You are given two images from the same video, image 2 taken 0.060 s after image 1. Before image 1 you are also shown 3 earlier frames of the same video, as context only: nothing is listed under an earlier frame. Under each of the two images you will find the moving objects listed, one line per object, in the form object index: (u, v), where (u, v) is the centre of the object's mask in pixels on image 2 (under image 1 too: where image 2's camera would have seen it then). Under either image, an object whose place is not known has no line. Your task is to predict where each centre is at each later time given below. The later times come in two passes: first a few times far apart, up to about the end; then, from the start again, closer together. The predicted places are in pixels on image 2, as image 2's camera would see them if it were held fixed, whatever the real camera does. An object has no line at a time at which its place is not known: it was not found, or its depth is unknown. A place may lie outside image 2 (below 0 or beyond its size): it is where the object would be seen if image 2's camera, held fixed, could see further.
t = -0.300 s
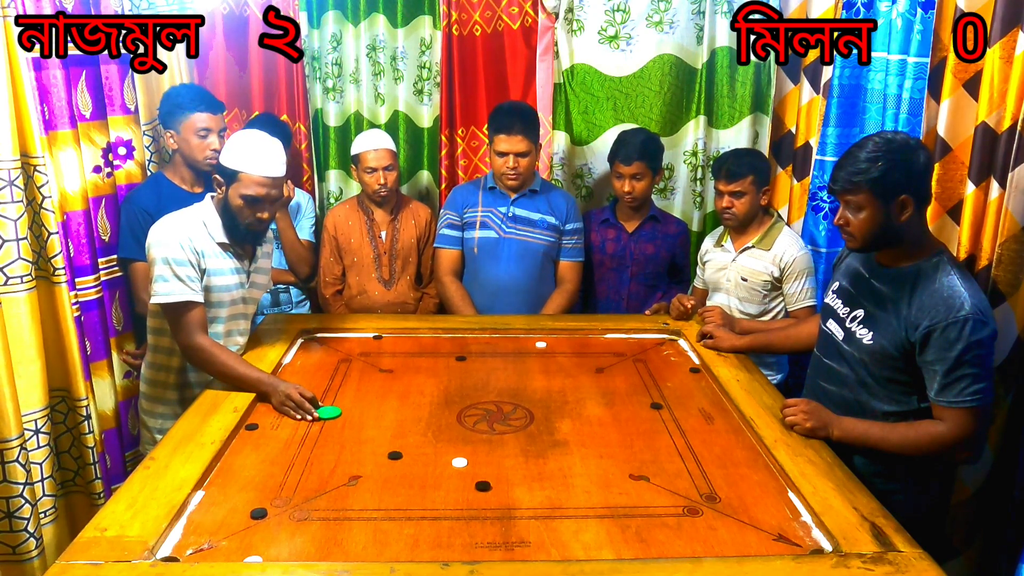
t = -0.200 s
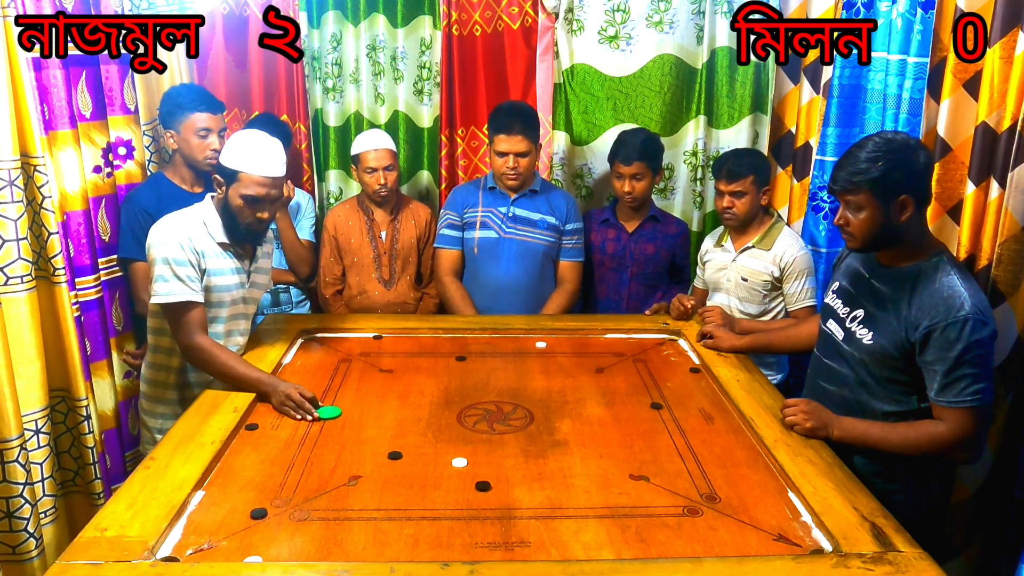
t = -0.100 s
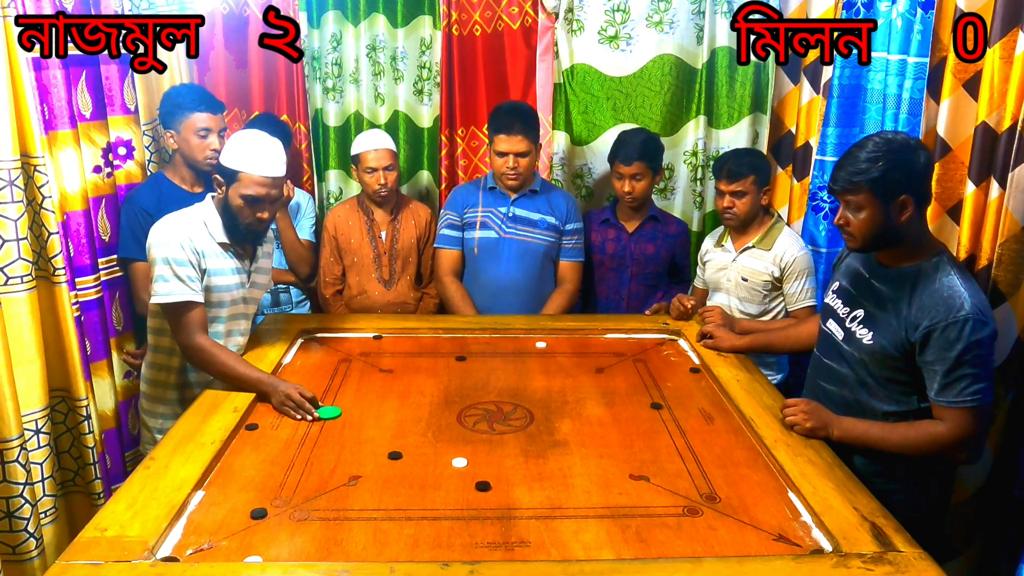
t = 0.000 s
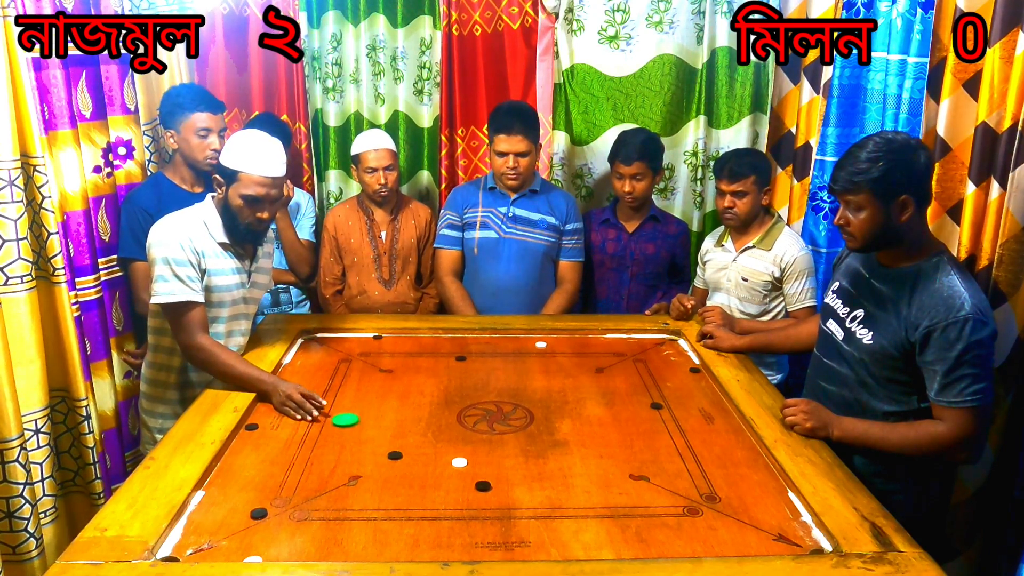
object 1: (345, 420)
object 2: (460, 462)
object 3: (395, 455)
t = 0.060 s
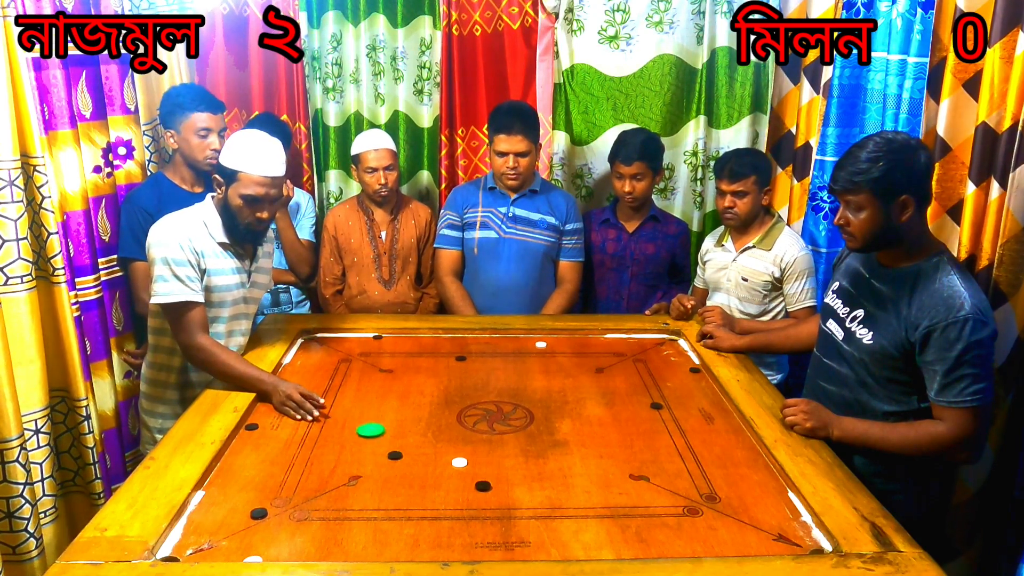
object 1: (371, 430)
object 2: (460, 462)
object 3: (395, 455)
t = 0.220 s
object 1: (441, 458)
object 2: (463, 463)
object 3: (386, 465)
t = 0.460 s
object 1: (502, 483)
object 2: (663, 512)
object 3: (364, 489)
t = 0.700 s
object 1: (535, 496)
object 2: (807, 551)
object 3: (356, 499)
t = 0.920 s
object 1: (541, 499)
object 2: (769, 549)
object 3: (356, 499)
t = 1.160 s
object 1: (541, 499)
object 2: (744, 549)
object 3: (356, 499)
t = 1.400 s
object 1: (541, 499)
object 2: (744, 550)
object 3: (356, 499)
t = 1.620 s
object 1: (541, 499)
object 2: (744, 549)
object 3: (356, 499)
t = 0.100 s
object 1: (388, 438)
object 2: (460, 462)
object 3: (395, 455)
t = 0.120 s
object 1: (397, 441)
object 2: (460, 462)
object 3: (395, 456)
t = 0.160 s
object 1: (414, 448)
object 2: (460, 462)
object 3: (393, 458)
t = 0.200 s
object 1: (433, 455)
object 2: (460, 462)
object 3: (388, 462)
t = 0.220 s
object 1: (441, 458)
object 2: (463, 463)
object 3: (386, 465)
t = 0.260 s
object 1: (453, 463)
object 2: (496, 471)
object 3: (382, 469)
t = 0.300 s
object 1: (465, 469)
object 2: (528, 479)
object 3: (378, 474)
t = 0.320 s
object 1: (470, 471)
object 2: (545, 483)
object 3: (376, 476)
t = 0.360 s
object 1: (481, 476)
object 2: (578, 491)
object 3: (372, 480)
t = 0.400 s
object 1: (490, 479)
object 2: (612, 499)
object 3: (369, 484)
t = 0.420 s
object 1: (494, 480)
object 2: (629, 503)
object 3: (367, 486)
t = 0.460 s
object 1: (502, 483)
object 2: (663, 512)
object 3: (364, 489)
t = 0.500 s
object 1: (510, 486)
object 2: (698, 521)
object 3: (362, 492)
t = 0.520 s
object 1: (513, 487)
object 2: (716, 525)
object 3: (361, 493)
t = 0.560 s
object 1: (519, 489)
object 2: (751, 534)
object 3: (359, 495)
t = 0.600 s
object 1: (525, 492)
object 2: (787, 543)
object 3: (357, 497)
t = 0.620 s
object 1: (528, 492)
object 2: (805, 548)
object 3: (357, 498)
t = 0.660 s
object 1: (532, 494)
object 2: (820, 552)
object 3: (356, 499)
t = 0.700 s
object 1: (535, 496)
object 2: (807, 551)
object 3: (356, 499)
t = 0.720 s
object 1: (537, 497)
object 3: (356, 499)
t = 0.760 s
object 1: (539, 498)
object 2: (796, 550)
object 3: (356, 499)
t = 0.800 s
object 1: (541, 499)
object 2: (790, 551)
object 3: (356, 499)
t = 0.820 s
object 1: (541, 499)
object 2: (786, 550)
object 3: (356, 499)
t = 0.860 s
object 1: (541, 499)
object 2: (778, 550)
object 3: (356, 499)
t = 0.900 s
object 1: (541, 499)
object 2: (772, 549)
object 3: (356, 499)
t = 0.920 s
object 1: (541, 499)
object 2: (769, 549)
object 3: (356, 499)
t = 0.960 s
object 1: (541, 499)
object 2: (762, 550)
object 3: (356, 499)
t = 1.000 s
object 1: (542, 499)
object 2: (757, 550)
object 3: (356, 499)
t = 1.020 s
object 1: (541, 499)
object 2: (755, 549)
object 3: (356, 499)
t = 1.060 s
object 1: (541, 499)
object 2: (750, 550)
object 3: (356, 499)
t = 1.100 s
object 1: (541, 499)
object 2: (747, 550)
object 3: (356, 499)
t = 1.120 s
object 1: (541, 499)
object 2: (746, 550)
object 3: (356, 499)
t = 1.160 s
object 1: (541, 499)
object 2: (744, 549)
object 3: (356, 499)
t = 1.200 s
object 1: (542, 499)
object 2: (744, 550)
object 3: (356, 499)
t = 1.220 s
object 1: (541, 499)
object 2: (744, 550)
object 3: (356, 499)
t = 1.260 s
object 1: (541, 499)
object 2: (744, 550)
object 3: (356, 499)
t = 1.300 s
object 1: (541, 499)
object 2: (744, 550)
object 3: (356, 499)
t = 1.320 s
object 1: (541, 499)
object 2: (744, 550)
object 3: (356, 499)
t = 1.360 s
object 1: (541, 499)
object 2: (744, 550)
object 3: (356, 499)
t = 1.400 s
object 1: (541, 499)
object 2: (744, 550)
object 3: (356, 499)
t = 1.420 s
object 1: (541, 499)
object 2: (744, 550)
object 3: (356, 499)
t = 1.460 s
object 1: (541, 499)
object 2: (744, 549)
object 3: (356, 499)
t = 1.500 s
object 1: (541, 499)
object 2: (744, 549)
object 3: (356, 499)
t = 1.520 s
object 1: (541, 499)
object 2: (744, 550)
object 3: (356, 499)
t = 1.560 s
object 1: (541, 499)
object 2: (744, 549)
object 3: (356, 499)
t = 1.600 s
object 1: (541, 499)
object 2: (744, 549)
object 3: (356, 499)
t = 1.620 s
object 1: (541, 499)
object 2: (744, 549)
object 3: (356, 499)
